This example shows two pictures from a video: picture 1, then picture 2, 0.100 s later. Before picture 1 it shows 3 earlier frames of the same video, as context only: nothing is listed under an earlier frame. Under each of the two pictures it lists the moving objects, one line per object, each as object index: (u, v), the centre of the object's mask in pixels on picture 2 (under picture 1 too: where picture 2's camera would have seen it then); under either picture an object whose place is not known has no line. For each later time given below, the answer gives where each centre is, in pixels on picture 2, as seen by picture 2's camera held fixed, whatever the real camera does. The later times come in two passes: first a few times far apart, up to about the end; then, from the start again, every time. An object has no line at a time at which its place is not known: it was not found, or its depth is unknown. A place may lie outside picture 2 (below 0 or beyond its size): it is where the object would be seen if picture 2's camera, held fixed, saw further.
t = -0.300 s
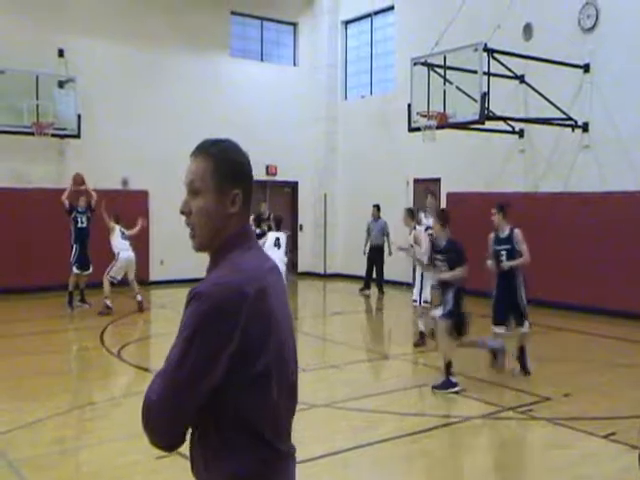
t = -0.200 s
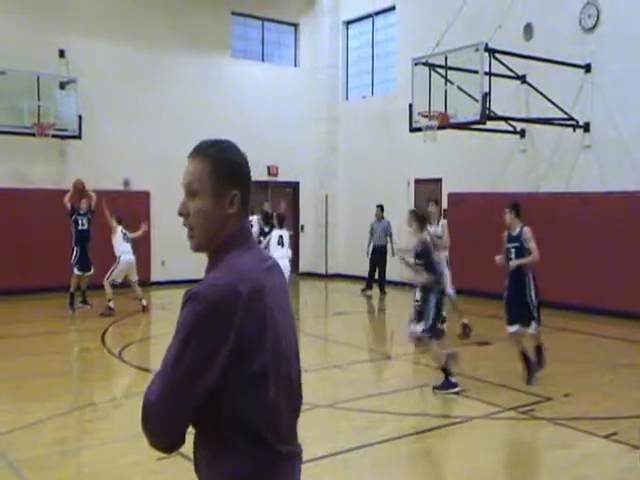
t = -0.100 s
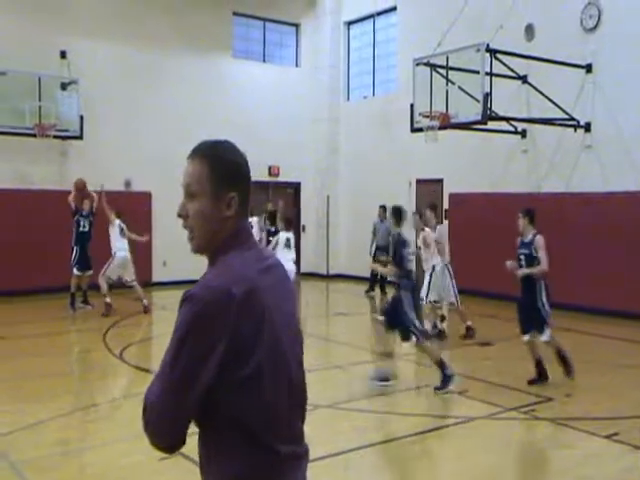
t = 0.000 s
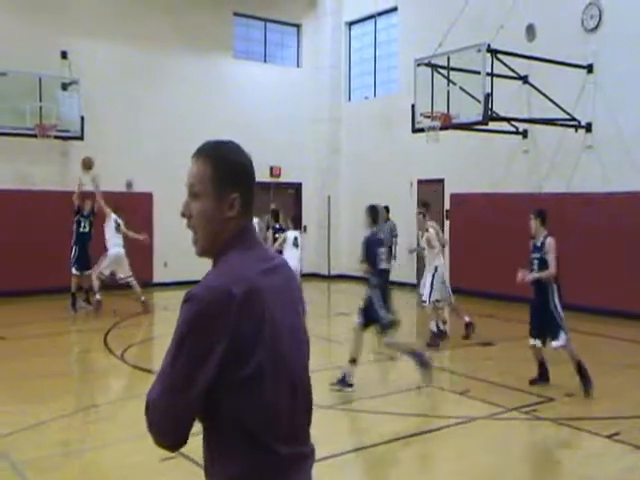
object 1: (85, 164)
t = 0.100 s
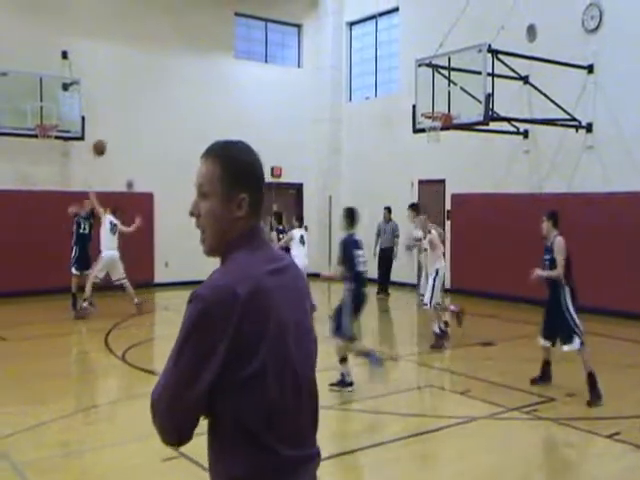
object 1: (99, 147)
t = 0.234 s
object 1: (117, 134)
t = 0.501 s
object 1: (161, 149)
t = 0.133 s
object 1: (104, 143)
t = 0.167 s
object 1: (108, 139)
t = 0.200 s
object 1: (112, 136)
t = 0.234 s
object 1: (117, 134)
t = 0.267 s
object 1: (122, 133)
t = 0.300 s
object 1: (126, 133)
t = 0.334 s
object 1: (132, 132)
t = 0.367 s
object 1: (136, 134)
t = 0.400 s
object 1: (142, 136)
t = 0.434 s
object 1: (148, 139)
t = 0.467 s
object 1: (155, 143)
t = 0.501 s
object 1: (161, 149)
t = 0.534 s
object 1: (168, 155)
